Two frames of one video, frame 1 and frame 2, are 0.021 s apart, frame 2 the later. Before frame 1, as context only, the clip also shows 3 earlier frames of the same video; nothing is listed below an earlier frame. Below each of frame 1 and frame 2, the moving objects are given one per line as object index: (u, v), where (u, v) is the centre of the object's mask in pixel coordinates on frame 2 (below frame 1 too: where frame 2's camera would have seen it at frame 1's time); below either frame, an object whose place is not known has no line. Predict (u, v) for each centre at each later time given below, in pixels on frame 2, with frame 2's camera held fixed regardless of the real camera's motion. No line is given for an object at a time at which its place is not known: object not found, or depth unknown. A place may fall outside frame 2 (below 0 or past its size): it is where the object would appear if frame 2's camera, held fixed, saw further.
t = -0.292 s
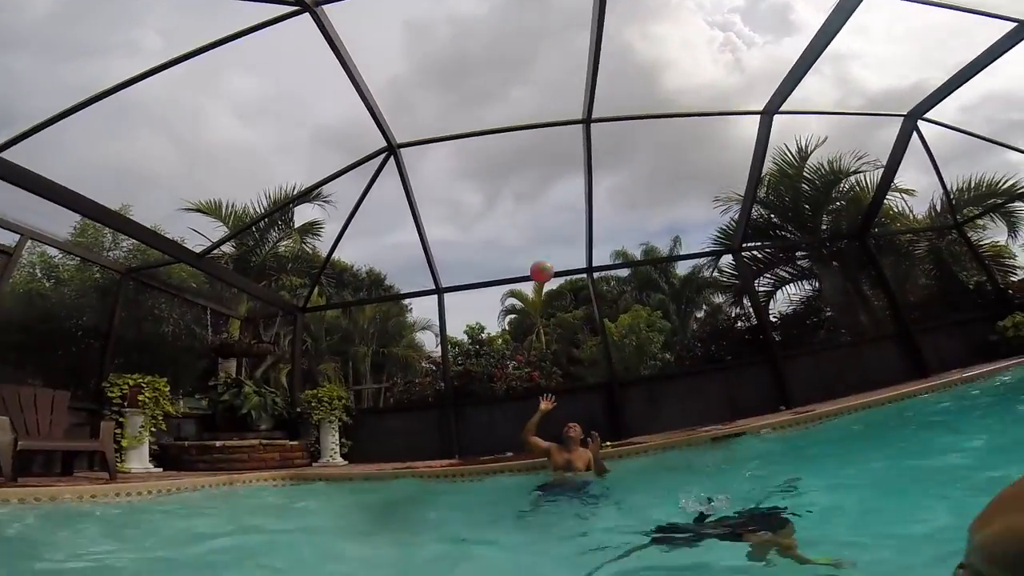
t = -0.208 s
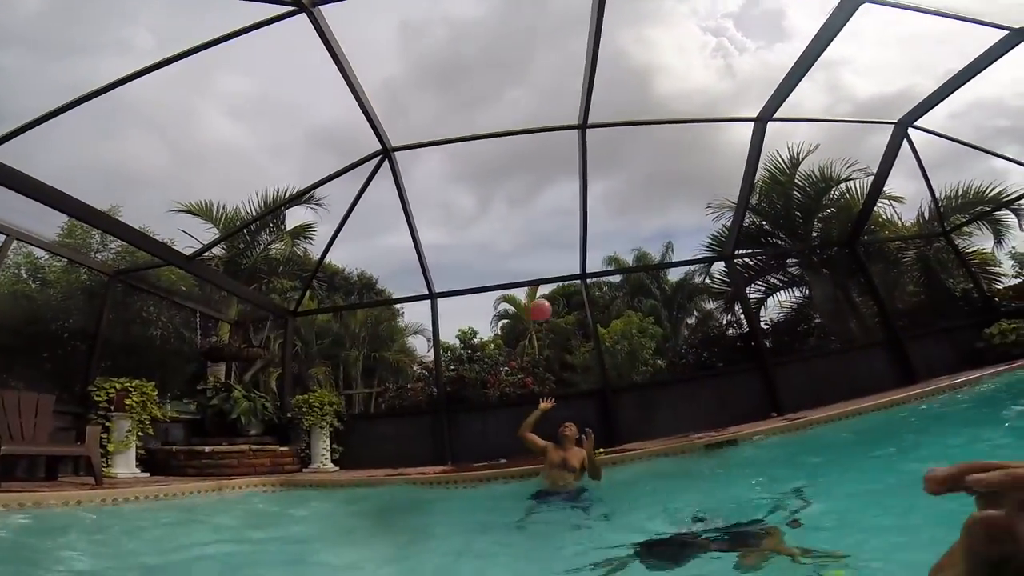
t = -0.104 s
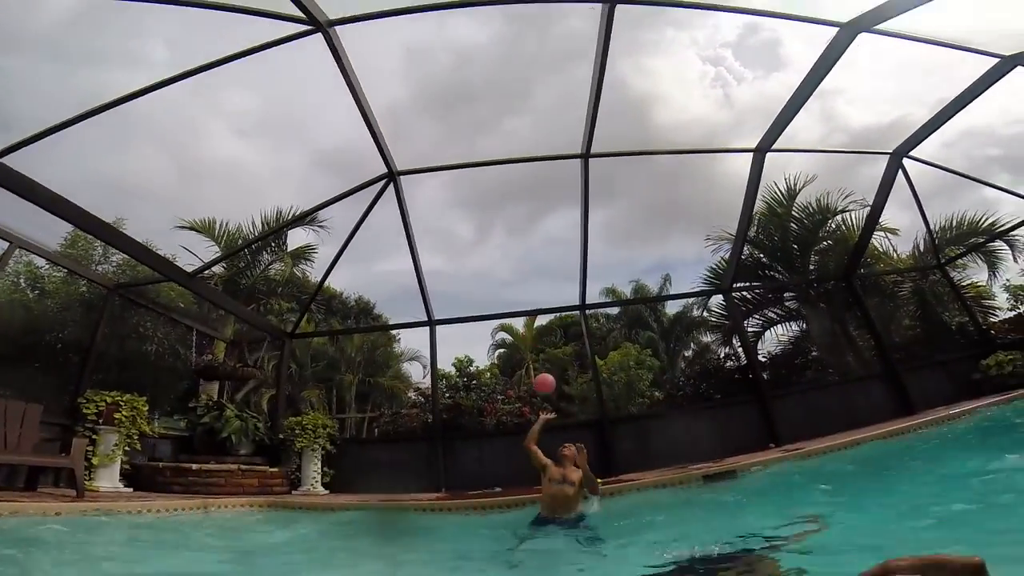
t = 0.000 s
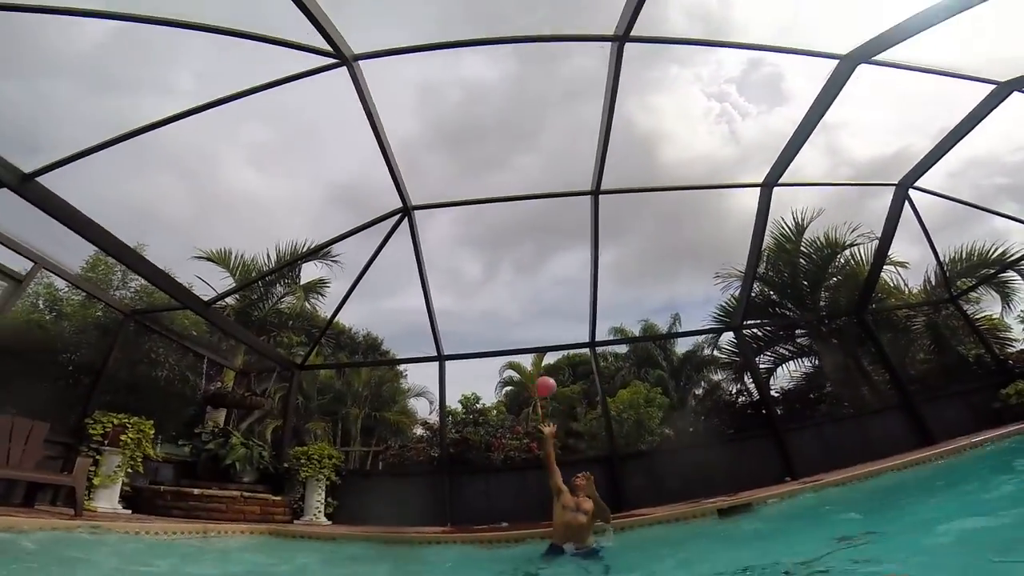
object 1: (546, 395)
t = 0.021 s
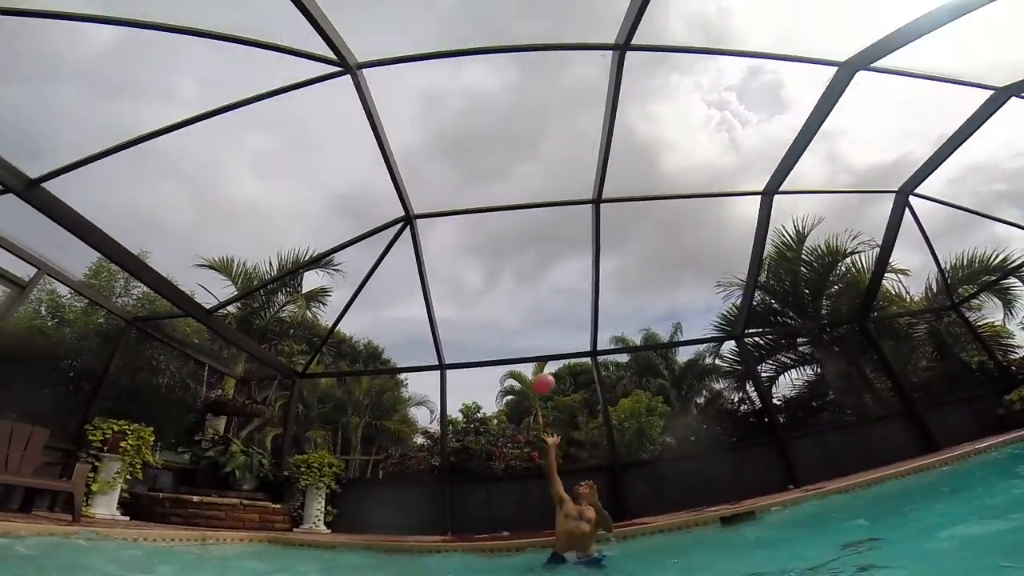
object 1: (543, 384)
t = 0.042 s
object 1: (541, 371)
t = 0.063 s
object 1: (538, 362)
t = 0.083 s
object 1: (536, 351)
